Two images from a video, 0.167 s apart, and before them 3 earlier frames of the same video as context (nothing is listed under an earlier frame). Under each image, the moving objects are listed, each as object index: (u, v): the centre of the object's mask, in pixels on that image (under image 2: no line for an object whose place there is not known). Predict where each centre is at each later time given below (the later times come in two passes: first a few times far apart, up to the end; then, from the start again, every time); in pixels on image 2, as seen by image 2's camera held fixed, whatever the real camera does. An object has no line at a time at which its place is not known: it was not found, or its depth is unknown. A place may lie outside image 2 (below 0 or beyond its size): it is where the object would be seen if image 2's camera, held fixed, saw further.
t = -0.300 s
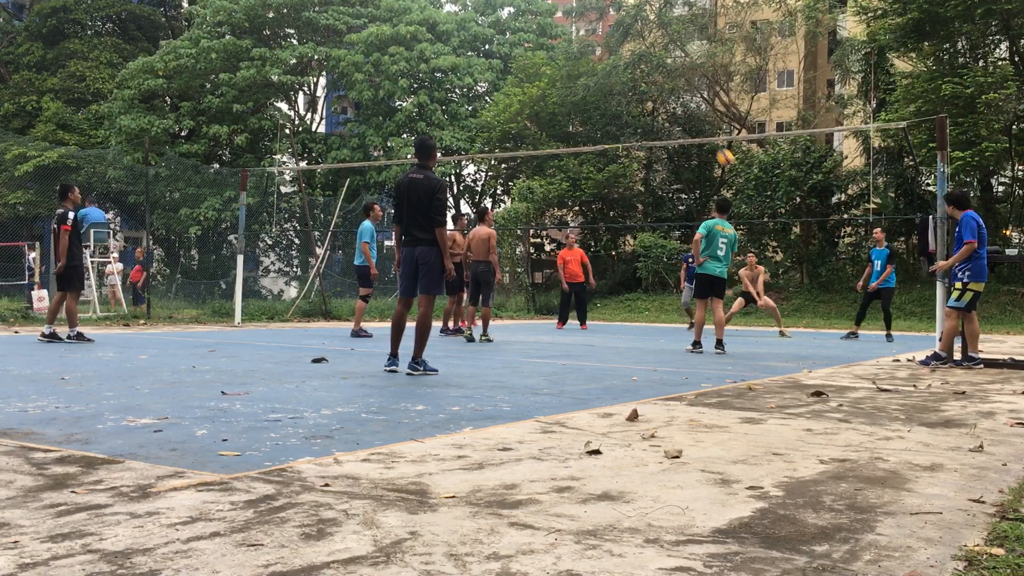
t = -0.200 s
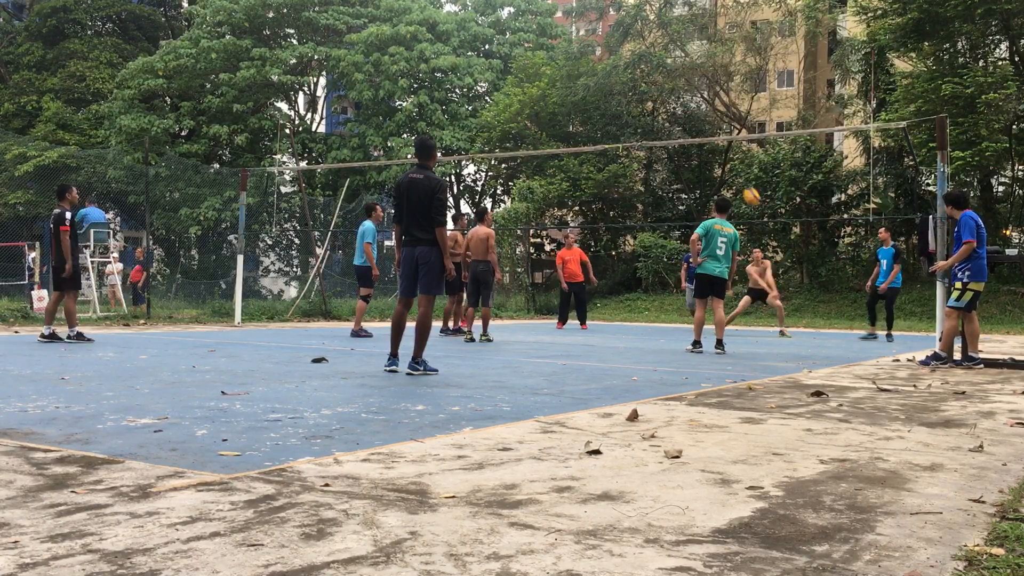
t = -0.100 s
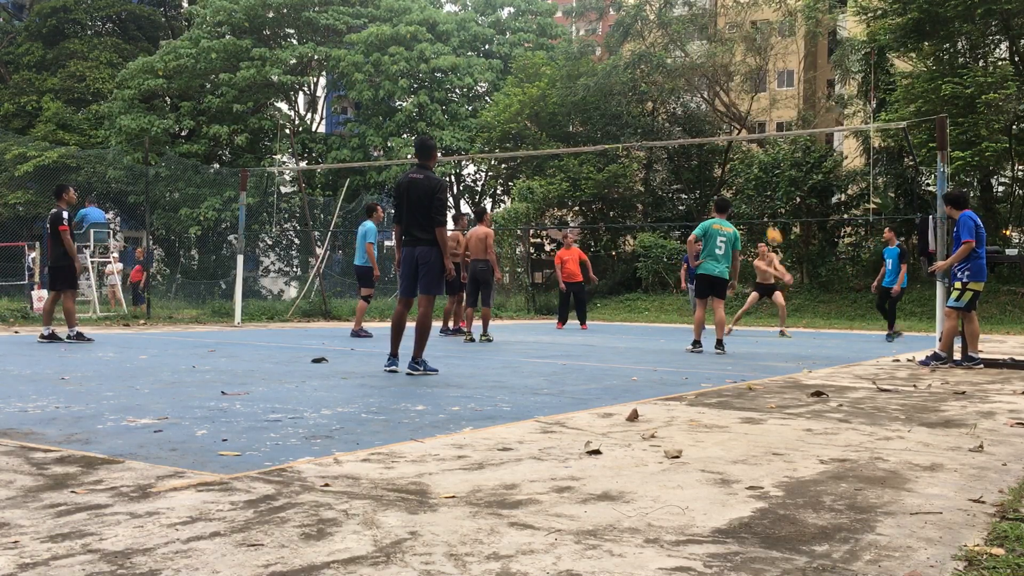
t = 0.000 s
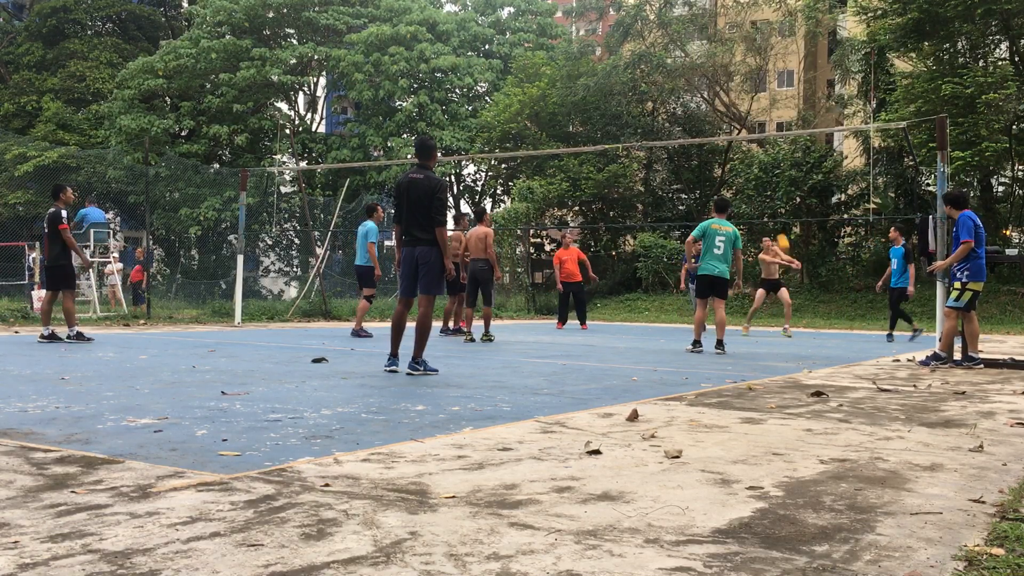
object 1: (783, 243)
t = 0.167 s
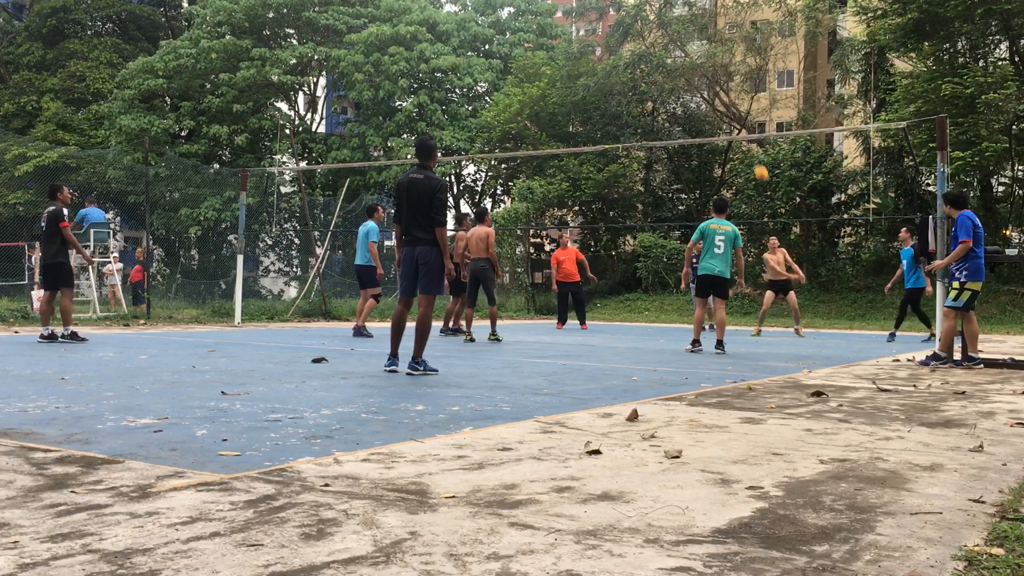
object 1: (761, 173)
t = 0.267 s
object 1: (748, 139)
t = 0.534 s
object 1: (714, 79)
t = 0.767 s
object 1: (681, 60)
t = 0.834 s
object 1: (672, 62)
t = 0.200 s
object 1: (757, 161)
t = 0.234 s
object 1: (753, 149)
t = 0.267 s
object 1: (748, 139)
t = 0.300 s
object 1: (744, 128)
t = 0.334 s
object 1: (740, 120)
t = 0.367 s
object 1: (736, 111)
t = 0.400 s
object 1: (732, 103)
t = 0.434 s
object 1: (727, 95)
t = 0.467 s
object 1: (723, 88)
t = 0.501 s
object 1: (718, 84)
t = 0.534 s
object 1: (714, 79)
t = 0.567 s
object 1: (709, 74)
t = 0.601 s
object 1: (705, 70)
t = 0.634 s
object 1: (700, 67)
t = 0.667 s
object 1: (695, 63)
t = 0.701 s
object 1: (690, 61)
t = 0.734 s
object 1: (687, 61)
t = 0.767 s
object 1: (681, 60)
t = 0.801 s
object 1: (676, 60)
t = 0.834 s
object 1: (672, 62)
